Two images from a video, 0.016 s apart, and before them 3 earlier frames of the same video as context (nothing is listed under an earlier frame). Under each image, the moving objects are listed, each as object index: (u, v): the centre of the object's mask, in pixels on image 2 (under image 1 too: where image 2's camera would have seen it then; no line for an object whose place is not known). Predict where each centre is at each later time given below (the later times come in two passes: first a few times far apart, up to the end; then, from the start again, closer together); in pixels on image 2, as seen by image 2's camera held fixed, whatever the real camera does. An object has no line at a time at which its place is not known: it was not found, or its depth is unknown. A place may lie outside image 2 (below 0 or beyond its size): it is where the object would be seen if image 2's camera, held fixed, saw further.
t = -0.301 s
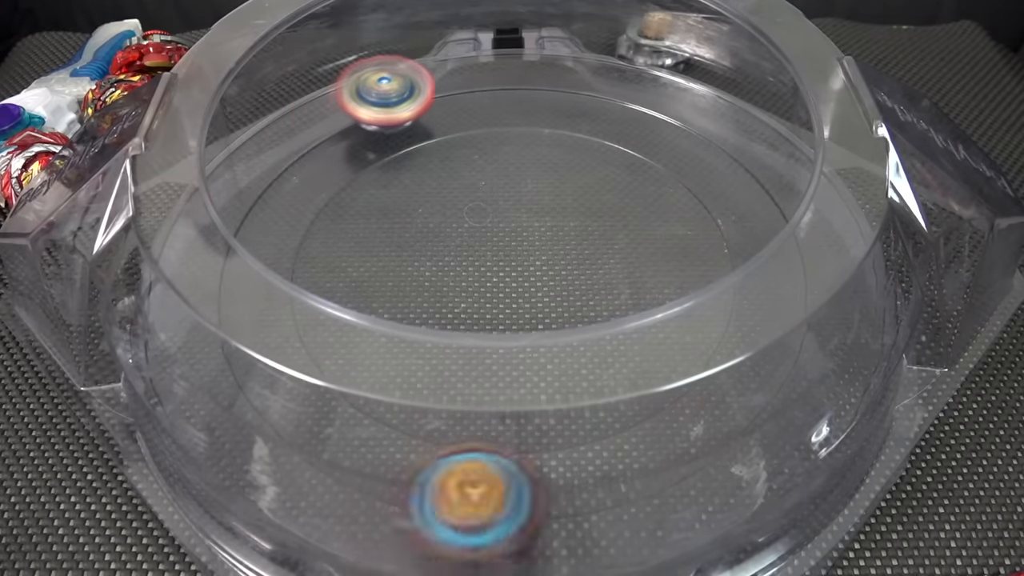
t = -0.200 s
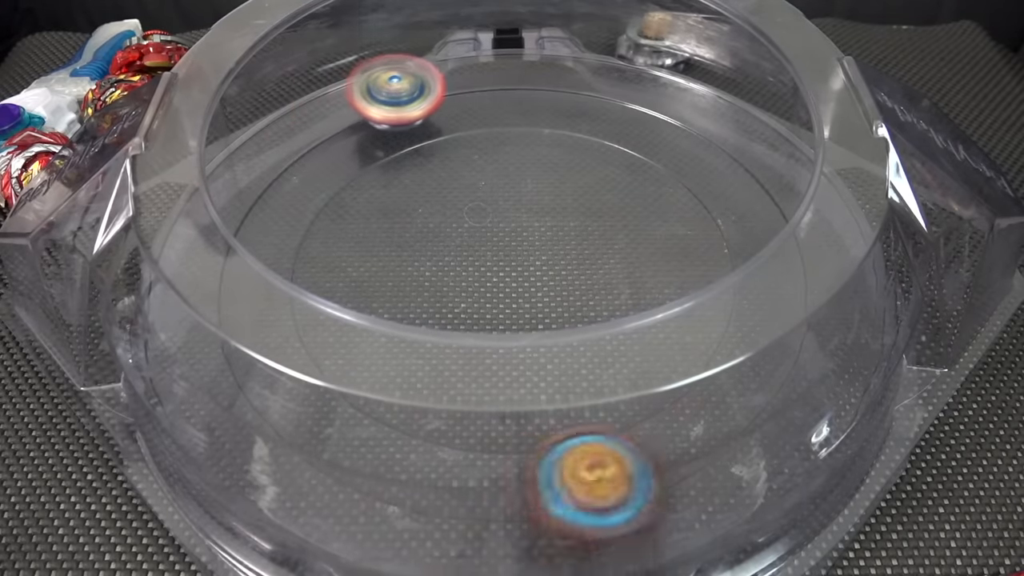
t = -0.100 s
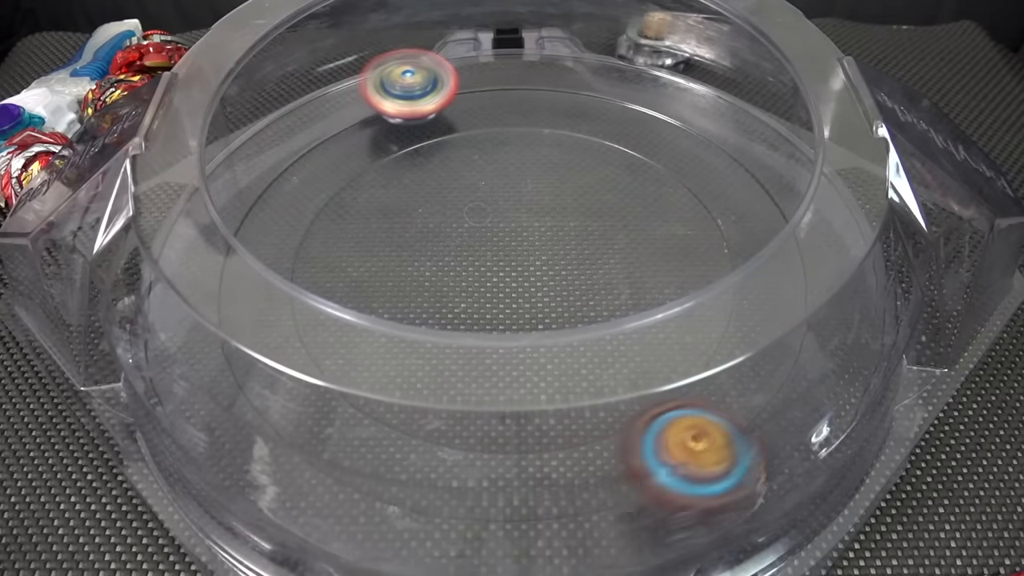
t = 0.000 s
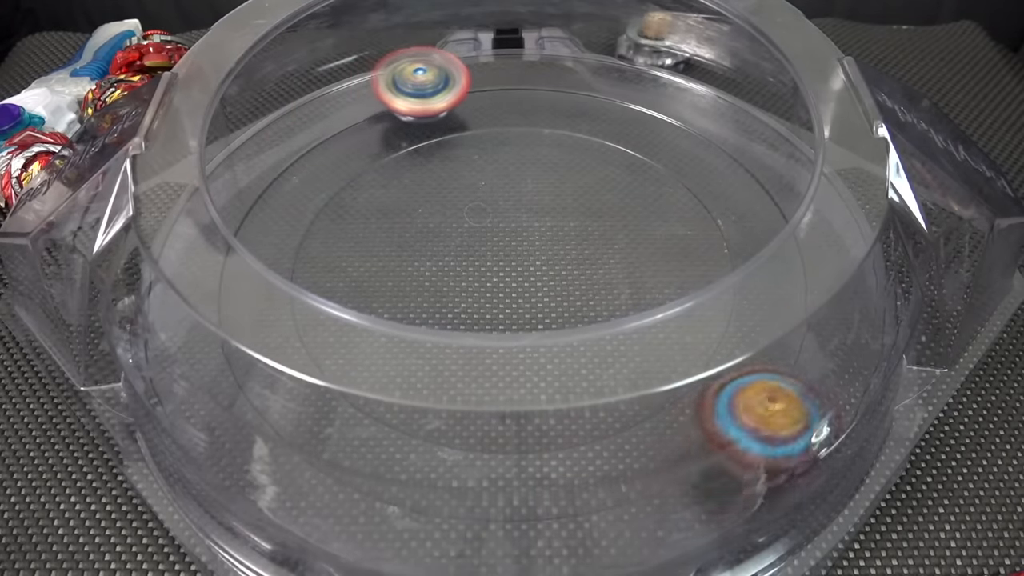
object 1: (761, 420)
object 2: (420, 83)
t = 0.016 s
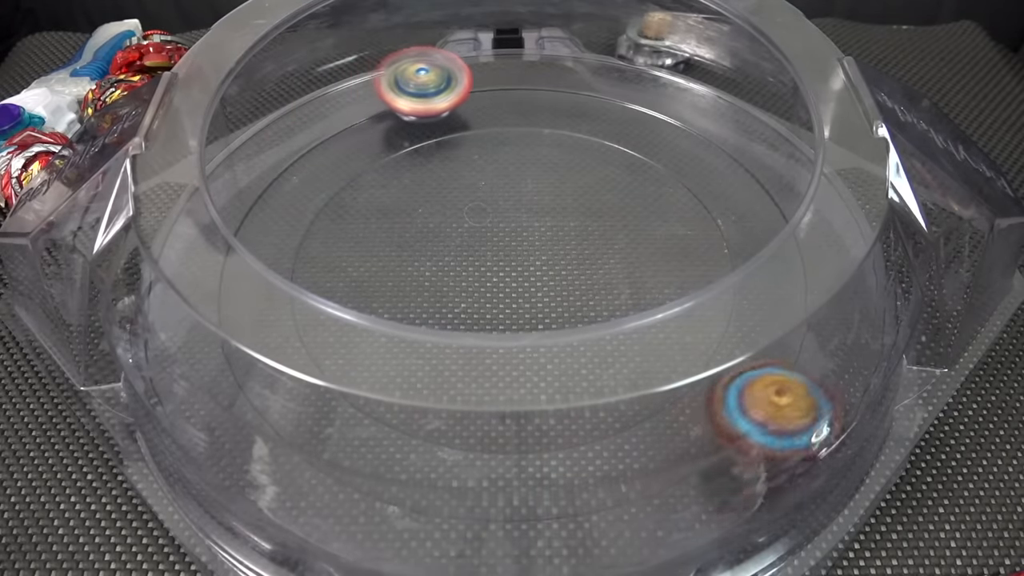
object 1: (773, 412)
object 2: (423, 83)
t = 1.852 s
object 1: (735, 199)
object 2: (645, 116)
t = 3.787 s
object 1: (439, 232)
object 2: (670, 358)
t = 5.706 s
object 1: (525, 253)
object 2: (582, 355)
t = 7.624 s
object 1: (518, 268)
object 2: (615, 346)
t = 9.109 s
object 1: (508, 276)
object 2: (534, 171)
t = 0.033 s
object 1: (782, 407)
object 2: (425, 83)
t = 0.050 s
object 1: (790, 399)
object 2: (427, 82)
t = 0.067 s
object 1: (797, 391)
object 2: (430, 82)
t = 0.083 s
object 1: (801, 382)
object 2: (432, 82)
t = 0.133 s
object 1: (811, 358)
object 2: (438, 81)
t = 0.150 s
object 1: (813, 353)
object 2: (440, 81)
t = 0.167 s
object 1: (812, 346)
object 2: (443, 81)
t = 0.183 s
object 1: (812, 337)
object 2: (445, 81)
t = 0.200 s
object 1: (810, 328)
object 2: (447, 81)
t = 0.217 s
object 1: (808, 324)
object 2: (449, 81)
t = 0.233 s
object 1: (803, 315)
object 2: (452, 81)
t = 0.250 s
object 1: (794, 306)
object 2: (455, 81)
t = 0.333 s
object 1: (745, 259)
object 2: (468, 83)
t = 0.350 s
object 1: (734, 250)
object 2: (470, 83)
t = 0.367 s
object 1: (716, 242)
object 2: (473, 83)
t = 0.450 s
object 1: (651, 216)
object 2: (486, 87)
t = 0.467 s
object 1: (634, 209)
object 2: (489, 87)
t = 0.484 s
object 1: (613, 201)
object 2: (492, 87)
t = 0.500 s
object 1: (593, 195)
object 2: (495, 87)
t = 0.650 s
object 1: (408, 179)
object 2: (517, 97)
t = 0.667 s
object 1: (388, 185)
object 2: (518, 98)
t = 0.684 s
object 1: (373, 190)
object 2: (518, 101)
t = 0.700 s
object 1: (358, 195)
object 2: (517, 106)
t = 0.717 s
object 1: (344, 201)
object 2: (515, 111)
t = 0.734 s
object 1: (333, 209)
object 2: (512, 117)
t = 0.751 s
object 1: (320, 220)
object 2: (507, 125)
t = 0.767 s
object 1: (309, 233)
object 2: (502, 132)
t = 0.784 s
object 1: (304, 242)
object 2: (496, 141)
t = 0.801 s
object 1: (300, 253)
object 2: (488, 150)
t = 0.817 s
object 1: (292, 268)
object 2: (480, 161)
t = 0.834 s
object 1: (291, 282)
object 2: (471, 172)
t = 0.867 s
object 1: (297, 316)
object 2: (452, 199)
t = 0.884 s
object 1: (305, 334)
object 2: (444, 213)
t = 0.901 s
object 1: (311, 356)
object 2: (438, 228)
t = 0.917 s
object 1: (317, 375)
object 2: (433, 245)
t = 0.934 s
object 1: (328, 386)
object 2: (431, 262)
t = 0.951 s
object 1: (339, 403)
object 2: (432, 277)
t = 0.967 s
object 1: (347, 414)
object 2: (437, 289)
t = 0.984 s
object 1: (356, 431)
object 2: (444, 307)
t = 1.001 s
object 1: (365, 452)
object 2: (455, 323)
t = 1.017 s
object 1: (382, 460)
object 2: (469, 336)
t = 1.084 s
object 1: (456, 479)
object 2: (543, 369)
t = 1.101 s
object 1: (479, 480)
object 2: (564, 372)
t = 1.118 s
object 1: (506, 479)
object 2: (584, 372)
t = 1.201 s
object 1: (614, 453)
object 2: (686, 344)
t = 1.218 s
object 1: (635, 446)
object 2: (703, 333)
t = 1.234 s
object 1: (656, 440)
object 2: (717, 321)
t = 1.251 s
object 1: (671, 434)
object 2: (728, 305)
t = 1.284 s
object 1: (700, 419)
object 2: (746, 280)
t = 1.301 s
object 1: (715, 415)
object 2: (755, 267)
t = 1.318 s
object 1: (726, 405)
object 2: (764, 257)
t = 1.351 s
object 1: (744, 386)
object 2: (782, 239)
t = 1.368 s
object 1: (753, 379)
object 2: (791, 230)
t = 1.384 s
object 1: (758, 370)
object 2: (798, 222)
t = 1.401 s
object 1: (763, 360)
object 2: (798, 211)
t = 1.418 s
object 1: (767, 353)
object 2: (796, 203)
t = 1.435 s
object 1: (772, 345)
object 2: (791, 195)
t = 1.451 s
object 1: (777, 334)
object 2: (785, 188)
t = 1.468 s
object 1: (779, 326)
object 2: (776, 182)
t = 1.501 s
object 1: (784, 312)
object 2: (756, 168)
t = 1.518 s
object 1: (787, 308)
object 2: (747, 161)
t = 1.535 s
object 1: (787, 299)
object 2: (739, 155)
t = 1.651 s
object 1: (775, 249)
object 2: (706, 130)
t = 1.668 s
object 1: (772, 243)
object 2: (703, 128)
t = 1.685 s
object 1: (768, 236)
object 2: (699, 127)
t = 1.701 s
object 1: (764, 228)
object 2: (696, 127)
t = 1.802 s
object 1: (738, 197)
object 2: (671, 127)
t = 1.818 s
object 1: (732, 193)
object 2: (665, 128)
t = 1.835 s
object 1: (732, 192)
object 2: (657, 125)
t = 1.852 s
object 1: (735, 199)
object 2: (645, 116)
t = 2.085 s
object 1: (752, 262)
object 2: (516, 77)
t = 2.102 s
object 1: (752, 265)
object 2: (507, 78)
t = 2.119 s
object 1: (751, 268)
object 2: (499, 79)
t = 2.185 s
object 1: (749, 278)
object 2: (465, 88)
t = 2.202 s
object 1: (747, 281)
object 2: (458, 90)
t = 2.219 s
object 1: (746, 284)
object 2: (449, 94)
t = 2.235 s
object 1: (745, 287)
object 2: (441, 98)
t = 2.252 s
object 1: (744, 291)
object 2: (434, 103)
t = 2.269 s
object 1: (742, 294)
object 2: (426, 109)
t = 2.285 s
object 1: (740, 297)
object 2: (418, 115)
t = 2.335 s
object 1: (733, 304)
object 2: (395, 140)
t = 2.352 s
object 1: (730, 306)
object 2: (387, 152)
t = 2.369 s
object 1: (727, 307)
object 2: (379, 163)
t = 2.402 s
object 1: (719, 309)
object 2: (365, 189)
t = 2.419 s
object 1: (712, 310)
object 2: (359, 203)
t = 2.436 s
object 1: (704, 308)
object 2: (355, 218)
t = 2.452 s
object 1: (693, 307)
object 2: (353, 234)
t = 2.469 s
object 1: (685, 305)
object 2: (353, 251)
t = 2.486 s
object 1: (675, 302)
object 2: (356, 263)
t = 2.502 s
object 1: (665, 301)
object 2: (363, 273)
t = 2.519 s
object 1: (655, 297)
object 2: (366, 296)
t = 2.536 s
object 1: (639, 287)
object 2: (375, 311)
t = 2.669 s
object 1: (555, 265)
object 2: (523, 386)
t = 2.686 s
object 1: (543, 260)
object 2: (547, 391)
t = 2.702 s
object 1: (532, 256)
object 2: (569, 385)
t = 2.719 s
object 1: (522, 252)
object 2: (591, 381)
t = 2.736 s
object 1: (512, 249)
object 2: (613, 375)
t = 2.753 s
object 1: (503, 247)
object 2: (632, 368)
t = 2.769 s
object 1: (493, 245)
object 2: (649, 359)
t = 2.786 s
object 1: (485, 244)
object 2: (666, 348)
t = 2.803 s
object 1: (476, 244)
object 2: (681, 336)
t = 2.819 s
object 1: (468, 245)
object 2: (693, 323)
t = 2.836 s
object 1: (460, 247)
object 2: (704, 312)
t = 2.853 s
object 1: (452, 249)
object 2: (712, 298)
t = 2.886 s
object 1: (438, 257)
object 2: (721, 271)
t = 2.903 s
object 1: (433, 260)
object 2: (723, 257)
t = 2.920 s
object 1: (428, 265)
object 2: (723, 243)
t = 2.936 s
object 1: (424, 271)
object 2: (719, 230)
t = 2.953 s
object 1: (421, 277)
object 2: (717, 219)
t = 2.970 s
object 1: (421, 283)
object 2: (711, 207)
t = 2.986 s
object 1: (421, 288)
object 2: (703, 196)
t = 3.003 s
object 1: (424, 293)
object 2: (695, 186)
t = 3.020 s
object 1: (426, 298)
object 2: (685, 176)
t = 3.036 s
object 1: (431, 303)
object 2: (673, 168)
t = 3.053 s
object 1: (431, 320)
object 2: (661, 160)
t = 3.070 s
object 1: (435, 327)
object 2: (646, 153)
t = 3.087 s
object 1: (441, 334)
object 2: (631, 147)
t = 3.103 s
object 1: (449, 343)
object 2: (617, 142)
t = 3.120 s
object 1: (456, 346)
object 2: (600, 137)
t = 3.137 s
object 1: (465, 351)
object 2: (583, 135)
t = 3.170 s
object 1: (484, 359)
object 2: (549, 132)
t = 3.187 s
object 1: (495, 363)
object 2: (531, 133)
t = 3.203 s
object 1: (506, 362)
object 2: (514, 135)
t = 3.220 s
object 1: (515, 372)
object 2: (495, 138)
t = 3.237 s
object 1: (527, 362)
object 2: (478, 142)
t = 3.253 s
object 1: (538, 363)
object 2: (460, 148)
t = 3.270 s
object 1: (549, 357)
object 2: (444, 155)
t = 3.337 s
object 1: (583, 338)
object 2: (387, 192)
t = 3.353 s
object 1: (590, 331)
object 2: (376, 204)
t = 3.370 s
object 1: (595, 322)
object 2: (367, 216)
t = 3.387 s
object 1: (595, 303)
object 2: (360, 230)
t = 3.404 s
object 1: (598, 298)
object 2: (354, 244)
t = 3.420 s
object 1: (602, 293)
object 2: (352, 257)
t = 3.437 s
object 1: (602, 288)
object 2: (353, 267)
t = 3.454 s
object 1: (601, 283)
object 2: (352, 285)
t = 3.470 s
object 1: (598, 277)
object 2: (355, 300)
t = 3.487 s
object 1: (594, 269)
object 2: (359, 314)
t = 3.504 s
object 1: (589, 262)
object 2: (366, 326)
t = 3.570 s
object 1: (558, 238)
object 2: (419, 375)
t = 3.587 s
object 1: (549, 233)
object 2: (436, 389)
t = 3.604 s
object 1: (540, 230)
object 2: (455, 393)
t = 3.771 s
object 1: (446, 229)
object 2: (657, 370)
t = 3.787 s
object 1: (439, 232)
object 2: (670, 358)
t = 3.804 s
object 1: (432, 236)
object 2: (682, 346)
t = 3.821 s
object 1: (427, 240)
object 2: (692, 332)
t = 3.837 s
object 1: (423, 244)
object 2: (700, 319)
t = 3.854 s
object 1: (419, 249)
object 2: (705, 307)
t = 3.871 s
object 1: (418, 253)
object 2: (709, 293)
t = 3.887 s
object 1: (417, 258)
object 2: (710, 280)
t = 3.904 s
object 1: (418, 262)
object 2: (710, 267)
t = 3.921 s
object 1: (419, 266)
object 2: (708, 254)
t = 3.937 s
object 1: (421, 271)
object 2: (703, 242)
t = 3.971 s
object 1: (427, 278)
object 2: (693, 220)
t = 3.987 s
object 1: (431, 281)
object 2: (684, 209)
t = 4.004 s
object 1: (436, 283)
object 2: (673, 199)
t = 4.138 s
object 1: (479, 289)
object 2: (556, 152)
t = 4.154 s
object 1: (483, 289)
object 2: (539, 151)
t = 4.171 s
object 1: (487, 287)
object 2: (523, 151)
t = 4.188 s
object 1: (491, 286)
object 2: (506, 151)
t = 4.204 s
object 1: (495, 284)
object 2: (489, 153)
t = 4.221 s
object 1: (498, 283)
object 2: (472, 156)
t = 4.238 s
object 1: (501, 281)
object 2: (456, 159)
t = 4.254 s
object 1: (502, 279)
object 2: (439, 164)
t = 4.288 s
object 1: (504, 274)
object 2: (409, 177)
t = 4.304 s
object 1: (505, 272)
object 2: (396, 185)
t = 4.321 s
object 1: (504, 270)
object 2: (384, 193)
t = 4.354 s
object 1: (503, 266)
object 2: (363, 213)
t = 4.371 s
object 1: (502, 264)
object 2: (354, 225)
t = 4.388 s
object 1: (501, 262)
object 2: (348, 237)
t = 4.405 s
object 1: (501, 261)
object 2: (343, 250)
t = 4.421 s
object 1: (500, 259)
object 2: (343, 260)
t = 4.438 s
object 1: (500, 258)
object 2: (345, 269)
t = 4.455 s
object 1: (500, 258)
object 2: (341, 288)
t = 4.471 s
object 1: (499, 257)
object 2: (344, 302)
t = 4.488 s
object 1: (498, 256)
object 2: (350, 315)
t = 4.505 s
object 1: (497, 257)
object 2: (357, 328)
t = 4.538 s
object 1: (496, 256)
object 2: (377, 353)
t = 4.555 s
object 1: (495, 256)
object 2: (390, 365)
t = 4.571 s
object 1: (494, 256)
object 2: (405, 375)
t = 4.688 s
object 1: (491, 256)
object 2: (538, 399)
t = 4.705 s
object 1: (490, 256)
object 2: (559, 395)
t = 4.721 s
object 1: (490, 256)
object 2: (578, 390)
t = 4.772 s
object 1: (491, 256)
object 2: (626, 365)
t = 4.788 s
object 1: (492, 255)
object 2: (638, 354)
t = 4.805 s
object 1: (492, 255)
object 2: (649, 342)
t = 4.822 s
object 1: (493, 255)
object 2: (659, 330)
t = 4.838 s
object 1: (494, 256)
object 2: (666, 316)
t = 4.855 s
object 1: (495, 256)
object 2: (671, 304)
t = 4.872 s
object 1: (495, 256)
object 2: (674, 291)
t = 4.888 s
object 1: (496, 256)
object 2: (674, 278)
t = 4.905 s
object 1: (496, 256)
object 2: (673, 266)
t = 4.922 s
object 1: (497, 256)
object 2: (671, 252)
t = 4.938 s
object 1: (497, 256)
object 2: (667, 242)
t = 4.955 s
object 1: (498, 256)
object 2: (661, 230)
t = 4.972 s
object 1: (498, 256)
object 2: (653, 219)
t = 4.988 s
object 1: (498, 255)
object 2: (644, 209)
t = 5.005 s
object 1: (499, 255)
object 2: (633, 199)
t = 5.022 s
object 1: (500, 255)
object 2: (621, 191)
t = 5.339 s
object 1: (512, 257)
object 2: (358, 216)
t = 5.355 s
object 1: (512, 257)
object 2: (351, 226)
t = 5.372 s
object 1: (513, 257)
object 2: (346, 238)
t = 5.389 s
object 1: (515, 258)
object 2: (343, 250)
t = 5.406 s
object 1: (516, 258)
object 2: (343, 259)
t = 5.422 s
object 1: (517, 257)
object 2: (346, 267)
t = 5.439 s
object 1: (518, 257)
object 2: (344, 285)
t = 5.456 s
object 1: (518, 257)
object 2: (348, 297)
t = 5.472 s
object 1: (519, 257)
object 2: (355, 309)
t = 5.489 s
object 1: (520, 256)
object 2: (364, 320)
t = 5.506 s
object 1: (521, 256)
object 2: (375, 332)
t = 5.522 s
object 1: (521, 256)
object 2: (387, 342)
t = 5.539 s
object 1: (522, 255)
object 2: (401, 350)
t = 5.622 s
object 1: (524, 254)
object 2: (492, 376)
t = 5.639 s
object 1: (525, 253)
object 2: (510, 375)
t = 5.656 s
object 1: (525, 253)
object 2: (529, 373)
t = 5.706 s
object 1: (525, 253)
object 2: (582, 355)
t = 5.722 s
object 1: (525, 253)
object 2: (597, 348)
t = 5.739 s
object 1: (525, 253)
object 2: (610, 338)
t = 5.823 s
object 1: (524, 253)
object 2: (648, 279)
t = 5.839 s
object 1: (524, 253)
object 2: (649, 266)
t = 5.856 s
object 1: (525, 254)
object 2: (650, 256)
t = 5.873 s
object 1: (525, 254)
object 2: (647, 243)
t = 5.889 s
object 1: (525, 255)
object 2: (643, 231)
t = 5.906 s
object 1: (526, 256)
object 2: (637, 220)
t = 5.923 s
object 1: (526, 257)
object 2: (630, 209)
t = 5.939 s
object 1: (527, 258)
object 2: (620, 199)
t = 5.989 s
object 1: (528, 260)
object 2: (587, 175)
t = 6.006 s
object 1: (528, 260)
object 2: (575, 169)
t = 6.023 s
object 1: (528, 261)
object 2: (561, 164)
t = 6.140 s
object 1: (526, 262)
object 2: (462, 156)
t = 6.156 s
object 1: (526, 263)
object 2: (448, 159)
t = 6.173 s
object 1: (526, 262)
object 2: (434, 163)
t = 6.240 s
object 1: (527, 263)
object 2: (390, 191)
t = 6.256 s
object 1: (528, 263)
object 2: (382, 199)
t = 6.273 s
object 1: (528, 263)
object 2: (375, 209)
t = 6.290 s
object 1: (529, 264)
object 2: (369, 220)
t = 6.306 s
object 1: (529, 264)
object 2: (365, 230)
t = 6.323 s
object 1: (530, 265)
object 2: (363, 242)
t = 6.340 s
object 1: (530, 265)
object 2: (361, 254)
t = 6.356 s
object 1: (531, 266)
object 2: (365, 265)
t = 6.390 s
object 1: (532, 267)
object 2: (374, 288)
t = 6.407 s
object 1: (532, 268)
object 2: (382, 300)
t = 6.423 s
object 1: (532, 268)
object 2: (391, 311)
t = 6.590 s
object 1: (529, 267)
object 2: (554, 351)
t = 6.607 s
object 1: (529, 268)
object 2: (569, 346)
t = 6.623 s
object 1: (528, 267)
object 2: (585, 339)
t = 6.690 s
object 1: (529, 271)
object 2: (632, 302)
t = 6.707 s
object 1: (530, 271)
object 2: (640, 291)
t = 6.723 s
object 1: (530, 271)
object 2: (645, 280)
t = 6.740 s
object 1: (529, 271)
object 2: (649, 267)
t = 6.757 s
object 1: (528, 272)
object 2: (651, 257)
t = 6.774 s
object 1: (527, 273)
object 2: (652, 246)
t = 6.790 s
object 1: (526, 273)
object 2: (651, 235)
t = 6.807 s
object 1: (525, 273)
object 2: (647, 224)
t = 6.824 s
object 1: (524, 274)
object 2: (642, 213)
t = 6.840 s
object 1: (523, 274)
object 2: (635, 204)
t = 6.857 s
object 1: (522, 275)
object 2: (627, 195)
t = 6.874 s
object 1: (521, 275)
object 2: (618, 187)
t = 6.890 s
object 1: (520, 275)
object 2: (607, 180)
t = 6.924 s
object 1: (517, 275)
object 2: (585, 168)
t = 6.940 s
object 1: (516, 275)
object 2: (573, 164)
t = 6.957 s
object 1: (515, 274)
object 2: (560, 160)
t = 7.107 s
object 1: (515, 274)
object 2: (442, 175)
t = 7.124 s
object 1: (515, 274)
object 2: (432, 183)
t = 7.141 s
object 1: (515, 274)
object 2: (421, 190)
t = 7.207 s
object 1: (515, 274)
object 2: (395, 231)
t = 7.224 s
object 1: (515, 274)
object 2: (392, 243)
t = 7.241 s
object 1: (514, 275)
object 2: (392, 255)
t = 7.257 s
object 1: (514, 274)
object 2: (392, 266)
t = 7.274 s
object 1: (514, 274)
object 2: (397, 277)
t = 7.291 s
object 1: (513, 275)
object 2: (402, 284)
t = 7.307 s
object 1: (516, 273)
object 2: (402, 298)
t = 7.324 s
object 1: (522, 272)
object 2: (402, 309)
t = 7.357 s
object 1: (530, 269)
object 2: (408, 329)
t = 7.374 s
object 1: (533, 268)
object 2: (414, 338)
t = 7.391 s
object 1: (534, 267)
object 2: (422, 348)
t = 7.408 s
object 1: (535, 267)
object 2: (432, 355)
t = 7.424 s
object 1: (536, 267)
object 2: (444, 362)
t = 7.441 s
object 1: (536, 267)
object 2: (458, 369)
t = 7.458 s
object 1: (535, 268)
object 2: (472, 374)
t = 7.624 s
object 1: (518, 268)
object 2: (615, 346)
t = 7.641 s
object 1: (516, 268)
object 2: (625, 337)
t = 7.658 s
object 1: (514, 268)
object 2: (631, 326)
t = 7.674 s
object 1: (512, 268)
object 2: (637, 316)
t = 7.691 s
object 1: (510, 267)
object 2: (641, 306)
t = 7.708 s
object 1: (508, 266)
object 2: (643, 295)
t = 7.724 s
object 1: (507, 266)
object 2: (643, 285)
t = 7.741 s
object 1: (506, 265)
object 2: (641, 273)
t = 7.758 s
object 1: (505, 265)
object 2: (639, 264)
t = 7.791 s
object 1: (503, 264)
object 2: (629, 246)
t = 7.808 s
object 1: (502, 264)
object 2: (621, 236)
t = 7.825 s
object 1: (502, 264)
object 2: (612, 228)
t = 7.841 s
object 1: (501, 263)
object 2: (602, 220)
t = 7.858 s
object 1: (499, 263)
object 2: (592, 213)
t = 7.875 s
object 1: (495, 265)
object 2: (584, 205)
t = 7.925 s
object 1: (480, 269)
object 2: (561, 182)
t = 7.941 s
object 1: (478, 270)
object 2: (552, 177)
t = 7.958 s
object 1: (476, 269)
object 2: (542, 173)
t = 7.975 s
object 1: (475, 269)
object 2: (530, 170)
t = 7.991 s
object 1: (475, 269)
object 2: (518, 168)
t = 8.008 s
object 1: (476, 268)
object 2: (506, 167)
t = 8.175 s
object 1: (526, 266)
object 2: (406, 211)
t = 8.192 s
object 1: (529, 267)
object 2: (401, 220)
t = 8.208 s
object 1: (532, 268)
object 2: (397, 230)
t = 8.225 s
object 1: (534, 268)
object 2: (395, 240)
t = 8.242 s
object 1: (535, 267)
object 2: (395, 250)
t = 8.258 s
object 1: (535, 267)
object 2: (396, 259)
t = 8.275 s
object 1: (535, 265)
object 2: (400, 270)
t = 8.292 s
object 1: (533, 264)
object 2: (405, 277)
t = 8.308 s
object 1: (532, 262)
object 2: (414, 285)
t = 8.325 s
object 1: (529, 260)
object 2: (422, 290)
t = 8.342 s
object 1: (527, 258)
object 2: (433, 296)
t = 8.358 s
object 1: (523, 254)
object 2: (446, 300)
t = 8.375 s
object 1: (520, 250)
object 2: (451, 318)
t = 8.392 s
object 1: (523, 244)
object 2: (454, 332)
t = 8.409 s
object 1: (529, 236)
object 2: (457, 342)
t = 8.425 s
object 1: (532, 229)
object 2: (462, 354)
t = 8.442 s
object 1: (534, 223)
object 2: (470, 360)
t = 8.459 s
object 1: (536, 218)
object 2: (479, 379)
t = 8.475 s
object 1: (537, 215)
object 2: (489, 374)
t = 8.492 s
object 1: (537, 213)
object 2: (500, 379)
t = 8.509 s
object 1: (536, 211)
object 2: (512, 381)
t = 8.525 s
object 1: (534, 210)
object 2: (526, 387)
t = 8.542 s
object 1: (531, 211)
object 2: (539, 388)
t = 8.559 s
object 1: (527, 212)
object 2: (552, 387)
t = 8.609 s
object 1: (511, 219)
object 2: (591, 379)
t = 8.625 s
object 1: (505, 223)
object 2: (603, 375)
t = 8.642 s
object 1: (501, 228)
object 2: (613, 362)
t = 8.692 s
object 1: (490, 242)
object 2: (636, 337)
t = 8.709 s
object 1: (486, 247)
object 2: (641, 327)
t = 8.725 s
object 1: (484, 252)
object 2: (645, 318)
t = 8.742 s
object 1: (482, 255)
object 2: (647, 310)
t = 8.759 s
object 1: (479, 260)
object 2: (647, 300)
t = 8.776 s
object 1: (478, 263)
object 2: (646, 291)
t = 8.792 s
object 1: (478, 265)
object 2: (643, 281)
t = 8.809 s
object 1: (479, 267)
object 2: (640, 272)
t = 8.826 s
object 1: (481, 270)
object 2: (637, 265)
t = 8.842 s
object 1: (483, 272)
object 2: (631, 258)
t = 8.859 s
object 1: (488, 273)
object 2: (624, 250)
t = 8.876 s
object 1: (494, 274)
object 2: (616, 242)
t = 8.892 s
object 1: (499, 275)
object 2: (608, 236)
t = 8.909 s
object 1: (500, 275)
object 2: (603, 227)
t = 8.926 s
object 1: (497, 274)
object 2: (605, 219)
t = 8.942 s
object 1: (494, 276)
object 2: (606, 210)
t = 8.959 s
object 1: (491, 276)
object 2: (604, 203)
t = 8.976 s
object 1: (489, 277)
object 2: (602, 196)
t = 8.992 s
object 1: (489, 277)
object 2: (597, 191)
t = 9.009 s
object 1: (488, 277)
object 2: (590, 186)
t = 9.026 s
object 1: (489, 276)
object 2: (583, 181)
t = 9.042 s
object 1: (491, 275)
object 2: (574, 177)
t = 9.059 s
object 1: (495, 274)
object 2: (565, 175)
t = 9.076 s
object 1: (498, 275)
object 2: (555, 173)
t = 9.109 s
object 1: (508, 276)
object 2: (534, 171)
